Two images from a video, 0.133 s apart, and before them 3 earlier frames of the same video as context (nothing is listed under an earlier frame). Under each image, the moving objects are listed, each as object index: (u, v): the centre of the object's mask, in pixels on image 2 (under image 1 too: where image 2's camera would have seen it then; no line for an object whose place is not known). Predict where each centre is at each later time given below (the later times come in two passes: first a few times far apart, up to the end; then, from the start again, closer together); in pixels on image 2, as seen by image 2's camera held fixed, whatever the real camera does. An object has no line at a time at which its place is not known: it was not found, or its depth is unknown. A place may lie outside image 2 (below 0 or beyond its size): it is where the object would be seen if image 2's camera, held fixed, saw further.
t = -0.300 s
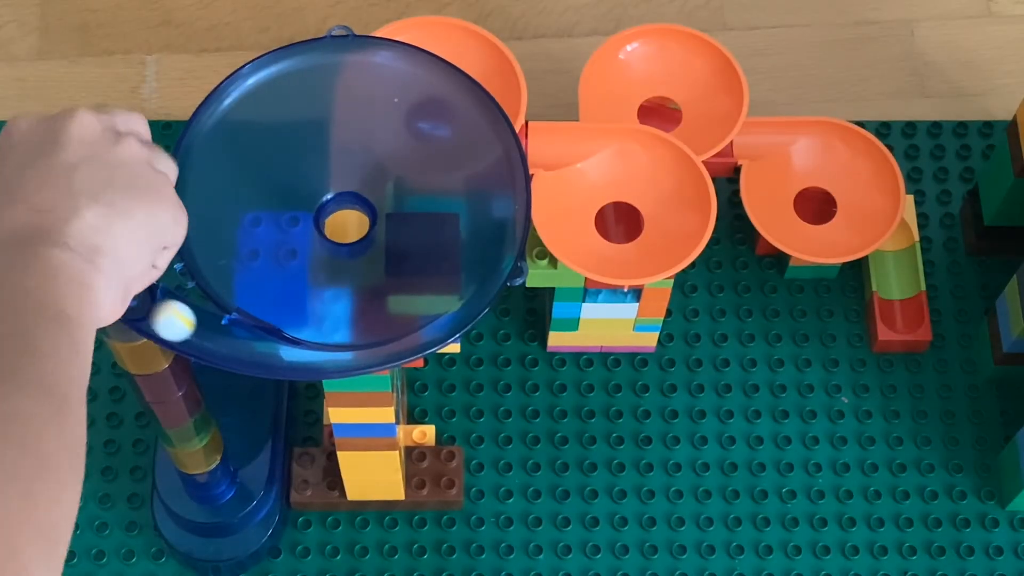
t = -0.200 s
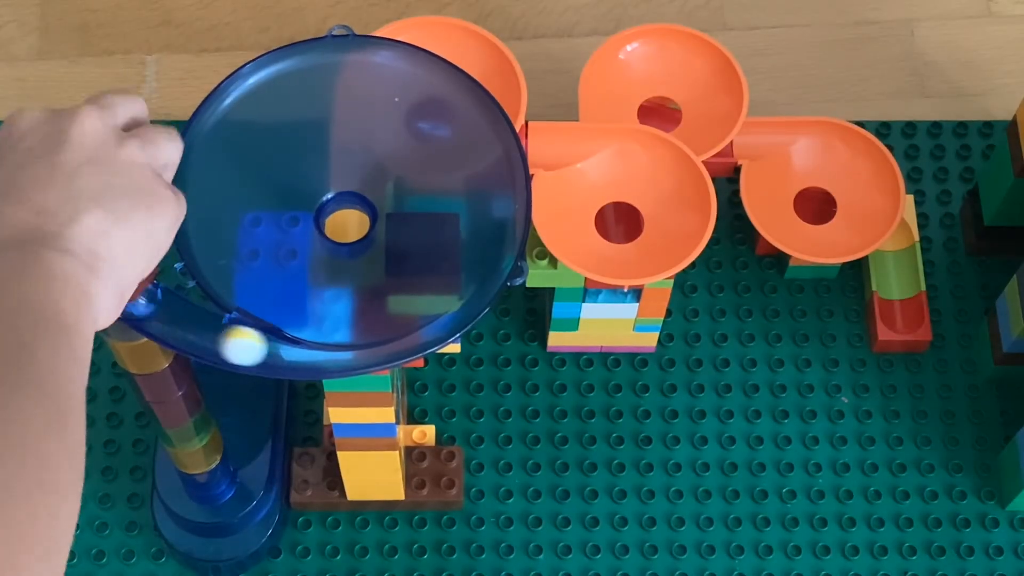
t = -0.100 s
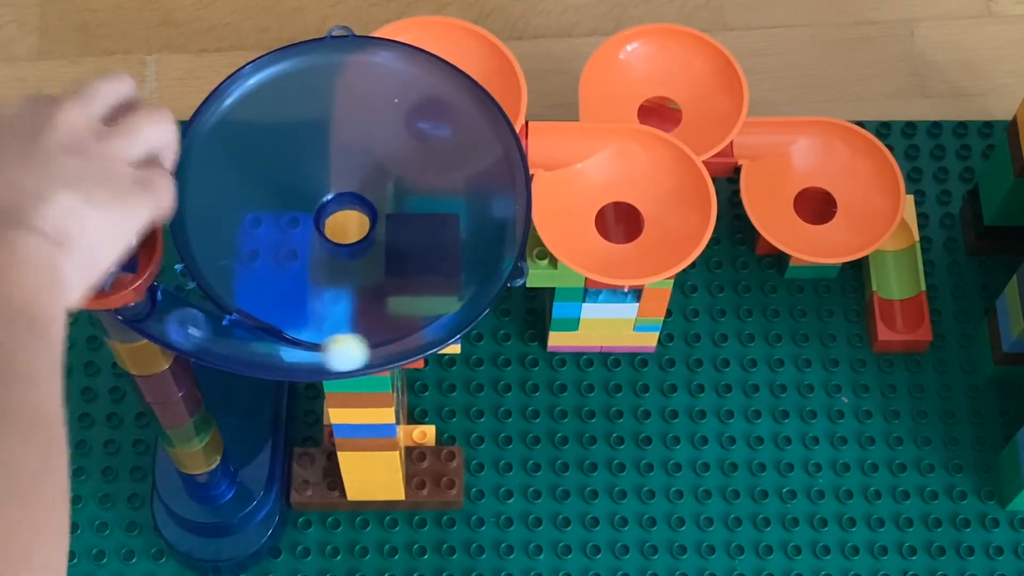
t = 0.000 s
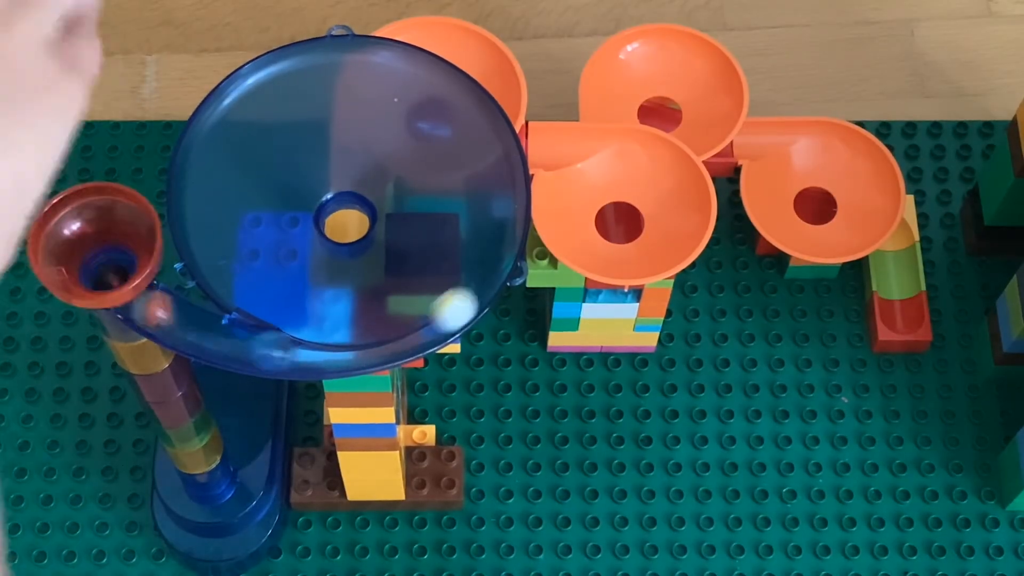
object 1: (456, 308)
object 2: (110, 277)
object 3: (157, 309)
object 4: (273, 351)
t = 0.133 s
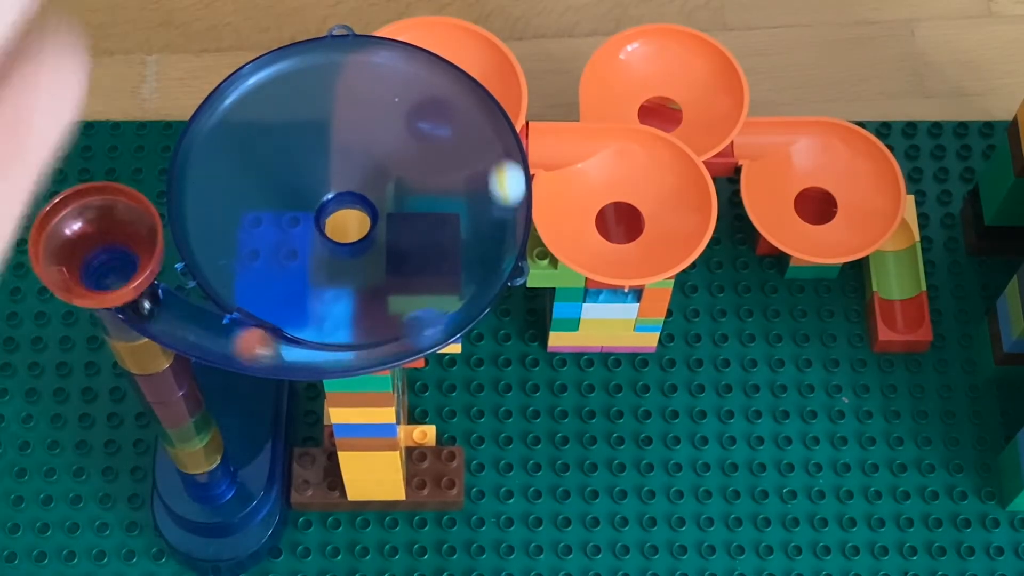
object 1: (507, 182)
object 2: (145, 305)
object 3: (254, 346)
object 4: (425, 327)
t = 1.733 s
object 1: (222, 184)
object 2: (479, 138)
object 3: (351, 60)
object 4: (248, 113)
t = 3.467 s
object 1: (413, 151)
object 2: (284, 269)
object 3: (387, 318)
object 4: (463, 222)
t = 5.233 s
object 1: (364, 144)
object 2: (275, 179)
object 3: (252, 249)
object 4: (386, 292)
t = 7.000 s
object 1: (345, 180)
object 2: (325, 142)
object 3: (277, 233)
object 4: (412, 240)
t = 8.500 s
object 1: (352, 223)
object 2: (387, 288)
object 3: (284, 223)
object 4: (364, 185)
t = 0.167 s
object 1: (501, 150)
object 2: (151, 308)
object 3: (289, 350)
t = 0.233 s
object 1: (467, 95)
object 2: (172, 321)
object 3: (364, 343)
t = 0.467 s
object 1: (253, 86)
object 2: (365, 348)
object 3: (498, 162)
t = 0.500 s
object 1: (231, 103)
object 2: (399, 336)
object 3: (487, 130)
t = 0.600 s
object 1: (192, 186)
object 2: (487, 269)
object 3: (413, 69)
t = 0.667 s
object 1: (206, 249)
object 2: (507, 205)
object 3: (349, 56)
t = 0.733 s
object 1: (247, 294)
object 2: (494, 142)
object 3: (287, 69)
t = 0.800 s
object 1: (307, 322)
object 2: (456, 95)
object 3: (233, 106)
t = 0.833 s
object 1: (342, 325)
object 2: (430, 76)
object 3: (214, 129)
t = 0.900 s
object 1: (406, 311)
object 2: (367, 58)
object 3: (192, 184)
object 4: (266, 305)
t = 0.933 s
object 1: (437, 293)
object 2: (336, 56)
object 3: (194, 213)
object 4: (294, 318)
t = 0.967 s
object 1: (464, 278)
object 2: (302, 65)
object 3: (202, 241)
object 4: (326, 326)
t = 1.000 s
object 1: (487, 265)
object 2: (270, 76)
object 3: (216, 267)
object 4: (364, 324)
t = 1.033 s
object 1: (501, 239)
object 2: (247, 95)
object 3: (244, 287)
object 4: (392, 317)
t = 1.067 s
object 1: (502, 220)
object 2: (225, 115)
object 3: (268, 306)
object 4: (424, 302)
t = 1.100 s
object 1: (500, 194)
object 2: (209, 141)
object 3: (297, 319)
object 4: (454, 284)
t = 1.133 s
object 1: (497, 173)
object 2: (196, 169)
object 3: (331, 323)
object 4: (478, 267)
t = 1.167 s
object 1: (489, 153)
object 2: (194, 198)
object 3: (366, 323)
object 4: (498, 247)
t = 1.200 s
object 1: (479, 132)
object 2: (198, 227)
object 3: (393, 312)
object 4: (504, 222)
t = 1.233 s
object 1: (466, 119)
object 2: (210, 256)
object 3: (429, 297)
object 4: (501, 199)
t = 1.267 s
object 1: (451, 99)
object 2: (227, 282)
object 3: (454, 285)
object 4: (498, 176)
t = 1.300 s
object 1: (433, 86)
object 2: (254, 299)
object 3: (477, 268)
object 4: (492, 154)
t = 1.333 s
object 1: (414, 76)
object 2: (284, 314)
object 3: (496, 245)
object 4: (483, 133)
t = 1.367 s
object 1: (393, 71)
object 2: (316, 325)
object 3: (505, 226)
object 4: (471, 114)
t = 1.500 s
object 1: (307, 66)
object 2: (443, 292)
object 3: (490, 137)
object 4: (397, 63)
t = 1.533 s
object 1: (288, 74)
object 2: (467, 273)
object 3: (479, 117)
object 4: (374, 59)
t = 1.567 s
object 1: (269, 84)
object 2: (491, 251)
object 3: (464, 101)
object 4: (350, 59)
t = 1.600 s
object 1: (254, 100)
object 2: (504, 227)
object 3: (442, 88)
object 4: (330, 62)
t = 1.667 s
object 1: (229, 143)
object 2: (498, 181)
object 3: (403, 66)
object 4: (286, 80)
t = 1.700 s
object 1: (223, 160)
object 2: (489, 158)
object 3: (379, 63)
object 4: (266, 94)
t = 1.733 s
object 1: (222, 184)
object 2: (479, 138)
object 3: (351, 60)
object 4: (248, 113)
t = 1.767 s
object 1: (225, 210)
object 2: (464, 119)
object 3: (331, 64)
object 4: (236, 133)
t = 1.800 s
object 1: (234, 238)
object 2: (447, 102)
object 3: (309, 68)
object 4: (226, 153)
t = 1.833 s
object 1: (247, 255)
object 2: (427, 87)
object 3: (287, 79)
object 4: (221, 178)
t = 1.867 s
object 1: (266, 275)
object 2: (407, 75)
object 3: (266, 93)
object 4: (219, 203)
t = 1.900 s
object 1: (288, 295)
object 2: (385, 66)
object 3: (250, 110)
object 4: (224, 229)
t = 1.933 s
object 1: (312, 306)
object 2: (362, 61)
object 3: (236, 129)
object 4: (232, 250)
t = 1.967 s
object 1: (338, 314)
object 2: (340, 57)
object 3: (224, 152)
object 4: (246, 273)
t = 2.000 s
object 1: (366, 315)
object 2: (317, 61)
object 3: (217, 176)
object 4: (260, 294)
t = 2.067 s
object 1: (412, 310)
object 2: (277, 80)
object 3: (219, 224)
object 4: (309, 318)
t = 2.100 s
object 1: (431, 297)
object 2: (258, 95)
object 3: (227, 248)
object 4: (338, 326)
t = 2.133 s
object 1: (448, 279)
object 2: (243, 111)
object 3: (239, 271)
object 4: (362, 324)
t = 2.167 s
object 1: (461, 265)
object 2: (231, 130)
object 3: (256, 288)
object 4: (385, 317)
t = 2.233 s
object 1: (478, 223)
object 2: (217, 178)
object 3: (299, 317)
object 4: (429, 289)
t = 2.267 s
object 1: (482, 203)
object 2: (218, 203)
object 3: (324, 325)
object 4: (447, 274)
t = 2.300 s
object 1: (482, 184)
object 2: (224, 228)
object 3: (351, 323)
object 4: (461, 255)
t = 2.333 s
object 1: (478, 163)
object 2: (234, 252)
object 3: (374, 315)
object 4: (471, 235)
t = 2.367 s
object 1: (471, 146)
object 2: (249, 274)
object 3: (398, 308)
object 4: (483, 211)
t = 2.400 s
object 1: (459, 128)
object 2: (269, 293)
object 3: (423, 297)
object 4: (482, 190)
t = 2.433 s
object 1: (447, 114)
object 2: (292, 308)
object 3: (442, 284)
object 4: (481, 172)
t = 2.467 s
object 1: (431, 102)
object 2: (316, 320)
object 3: (459, 269)
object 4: (475, 151)
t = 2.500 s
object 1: (414, 93)
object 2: (343, 327)
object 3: (471, 250)
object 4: (466, 133)
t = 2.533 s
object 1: (394, 87)
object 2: (369, 322)
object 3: (481, 230)
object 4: (455, 116)
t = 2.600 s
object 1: (357, 91)
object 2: (415, 298)
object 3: (489, 191)
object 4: (424, 92)
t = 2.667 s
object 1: (320, 102)
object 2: (451, 264)
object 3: (482, 151)
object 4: (386, 77)
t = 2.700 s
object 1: (301, 115)
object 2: (462, 246)
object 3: (477, 135)
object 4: (366, 76)
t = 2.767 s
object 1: (273, 156)
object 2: (477, 200)
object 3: (450, 107)
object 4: (323, 89)
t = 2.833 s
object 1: (264, 207)
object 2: (474, 155)
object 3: (413, 86)
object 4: (283, 114)
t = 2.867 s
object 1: (270, 235)
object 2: (468, 136)
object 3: (394, 80)
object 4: (268, 131)
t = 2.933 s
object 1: (297, 275)
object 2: (445, 103)
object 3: (347, 83)
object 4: (248, 178)
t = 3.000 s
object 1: (336, 299)
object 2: (414, 80)
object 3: (306, 100)
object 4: (248, 229)
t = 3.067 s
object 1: (377, 306)
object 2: (378, 69)
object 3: (267, 135)
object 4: (269, 274)
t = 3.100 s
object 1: (396, 304)
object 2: (359, 68)
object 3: (254, 155)
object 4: (292, 288)
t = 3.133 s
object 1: (413, 299)
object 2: (339, 72)
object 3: (246, 177)
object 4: (312, 302)
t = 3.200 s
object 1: (441, 276)
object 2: (302, 89)
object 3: (244, 231)
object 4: (361, 316)
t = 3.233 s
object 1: (449, 267)
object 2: (285, 103)
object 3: (253, 250)
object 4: (381, 318)
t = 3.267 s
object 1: (456, 249)
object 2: (271, 123)
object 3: (265, 272)
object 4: (401, 315)
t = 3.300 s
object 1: (459, 233)
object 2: (261, 143)
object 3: (282, 289)
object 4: (419, 305)
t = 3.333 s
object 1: (458, 215)
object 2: (253, 169)
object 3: (301, 301)
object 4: (435, 289)
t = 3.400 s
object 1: (444, 181)
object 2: (256, 222)
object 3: (344, 319)
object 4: (456, 259)
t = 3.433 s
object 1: (431, 165)
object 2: (267, 248)
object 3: (367, 320)
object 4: (460, 241)
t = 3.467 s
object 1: (413, 151)
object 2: (284, 269)
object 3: (387, 318)
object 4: (463, 222)
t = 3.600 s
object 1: (313, 135)
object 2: (374, 312)
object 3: (448, 261)
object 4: (431, 145)
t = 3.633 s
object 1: (289, 141)
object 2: (398, 315)
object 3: (456, 240)
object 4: (413, 132)
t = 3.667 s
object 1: (269, 152)
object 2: (416, 310)
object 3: (460, 220)
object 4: (392, 119)
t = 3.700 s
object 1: (254, 165)
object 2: (431, 297)
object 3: (460, 200)
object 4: (369, 112)
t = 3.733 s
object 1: (243, 183)
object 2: (444, 286)
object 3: (453, 177)
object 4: (345, 109)
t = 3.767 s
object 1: (237, 203)
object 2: (454, 266)
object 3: (442, 156)
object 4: (321, 113)
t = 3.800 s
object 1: (237, 216)
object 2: (459, 248)
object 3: (437, 141)
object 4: (297, 119)
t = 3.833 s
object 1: (243, 235)
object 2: (462, 226)
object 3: (422, 125)
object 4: (276, 128)
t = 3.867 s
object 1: (254, 246)
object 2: (460, 206)
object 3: (401, 111)
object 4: (258, 142)
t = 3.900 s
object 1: (270, 262)
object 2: (455, 186)
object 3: (378, 103)
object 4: (246, 157)
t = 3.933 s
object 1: (289, 271)
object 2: (444, 167)
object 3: (358, 98)
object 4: (237, 175)
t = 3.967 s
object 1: (311, 276)
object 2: (430, 149)
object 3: (335, 98)
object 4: (234, 196)
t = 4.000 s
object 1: (336, 277)
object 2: (412, 135)
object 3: (312, 102)
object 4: (235, 214)
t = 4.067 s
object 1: (385, 264)
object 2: (366, 116)
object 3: (272, 123)
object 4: (252, 253)
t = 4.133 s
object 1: (424, 231)
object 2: (316, 117)
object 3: (247, 154)
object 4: (291, 277)
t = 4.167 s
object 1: (436, 211)
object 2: (292, 121)
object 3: (241, 175)
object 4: (315, 286)
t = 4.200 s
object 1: (443, 193)
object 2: (272, 133)
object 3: (238, 197)
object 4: (339, 289)
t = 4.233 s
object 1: (444, 173)
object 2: (254, 147)
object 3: (242, 219)
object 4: (368, 287)
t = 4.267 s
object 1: (442, 156)
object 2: (242, 164)
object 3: (252, 239)
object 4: (391, 282)
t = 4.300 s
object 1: (435, 145)
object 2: (234, 181)
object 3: (267, 257)
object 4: (412, 273)
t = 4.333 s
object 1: (426, 131)
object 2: (231, 199)
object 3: (286, 272)
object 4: (431, 260)
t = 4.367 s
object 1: (413, 125)
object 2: (233, 219)
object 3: (307, 286)
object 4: (445, 245)
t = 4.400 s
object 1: (398, 119)
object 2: (241, 239)
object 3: (332, 291)
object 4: (457, 228)
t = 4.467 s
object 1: (361, 120)
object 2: (271, 269)
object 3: (381, 293)
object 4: (468, 195)
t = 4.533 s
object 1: (321, 141)
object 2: (317, 287)
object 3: (424, 280)
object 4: (461, 163)
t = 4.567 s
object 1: (303, 160)
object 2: (343, 290)
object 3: (441, 269)
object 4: (452, 148)
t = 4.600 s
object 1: (291, 178)
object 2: (368, 287)
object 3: (456, 256)
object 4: (440, 138)
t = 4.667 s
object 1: (284, 230)
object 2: (418, 272)
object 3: (473, 224)
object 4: (409, 122)
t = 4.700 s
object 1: (291, 251)
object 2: (434, 257)
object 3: (476, 208)
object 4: (386, 119)
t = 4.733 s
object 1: (302, 267)
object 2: (447, 240)
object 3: (475, 194)
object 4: (364, 121)
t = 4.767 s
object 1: (317, 280)
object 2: (456, 222)
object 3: (470, 178)
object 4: (339, 129)
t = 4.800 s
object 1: (332, 289)
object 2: (463, 204)
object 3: (457, 164)
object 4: (313, 143)
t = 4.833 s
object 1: (349, 293)
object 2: (466, 185)
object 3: (447, 152)
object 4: (294, 159)
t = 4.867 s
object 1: (366, 294)
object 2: (463, 168)
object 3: (437, 142)
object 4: (276, 180)
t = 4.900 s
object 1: (381, 291)
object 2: (457, 153)
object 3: (417, 128)
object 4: (267, 200)
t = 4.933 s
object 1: (396, 282)
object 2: (447, 140)
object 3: (392, 122)
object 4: (262, 224)
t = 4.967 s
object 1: (408, 274)
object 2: (434, 128)
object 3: (367, 124)
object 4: (264, 244)
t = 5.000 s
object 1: (418, 262)
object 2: (418, 120)
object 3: (342, 129)
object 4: (271, 263)
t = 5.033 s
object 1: (424, 242)
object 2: (400, 115)
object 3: (314, 138)
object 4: (281, 279)
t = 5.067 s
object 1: (426, 225)
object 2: (378, 114)
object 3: (291, 152)
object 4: (295, 289)
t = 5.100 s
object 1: (424, 207)
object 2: (355, 117)
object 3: (272, 170)
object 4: (313, 297)
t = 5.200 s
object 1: (386, 155)
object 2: (291, 156)
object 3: (249, 230)
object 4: (370, 299)
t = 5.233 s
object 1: (364, 144)
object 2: (275, 179)
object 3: (252, 249)
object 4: (386, 292)
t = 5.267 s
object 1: (340, 137)
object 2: (266, 202)
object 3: (259, 266)
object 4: (402, 280)
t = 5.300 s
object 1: (318, 141)
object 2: (265, 225)
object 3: (271, 279)
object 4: (415, 267)
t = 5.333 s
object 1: (297, 141)
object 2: (268, 247)
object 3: (286, 288)
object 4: (424, 250)
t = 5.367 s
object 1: (280, 149)
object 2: (278, 265)
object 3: (304, 297)
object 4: (430, 233)
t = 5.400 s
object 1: (266, 161)
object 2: (291, 281)
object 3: (324, 300)
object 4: (431, 213)
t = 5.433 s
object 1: (258, 175)
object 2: (307, 292)
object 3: (345, 301)
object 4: (427, 193)
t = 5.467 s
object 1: (255, 194)
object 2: (325, 300)
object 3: (365, 298)
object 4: (418, 173)
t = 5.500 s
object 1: (258, 210)
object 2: (345, 303)
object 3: (383, 290)
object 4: (405, 156)
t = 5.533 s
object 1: (266, 223)
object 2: (365, 302)
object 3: (403, 277)
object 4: (387, 141)
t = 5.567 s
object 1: (281, 241)
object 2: (384, 296)
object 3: (418, 265)
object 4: (367, 131)
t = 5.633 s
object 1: (325, 258)
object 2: (414, 281)
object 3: (438, 230)
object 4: (321, 128)
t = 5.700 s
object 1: (376, 251)
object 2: (434, 253)
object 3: (437, 187)
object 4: (283, 142)
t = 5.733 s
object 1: (397, 242)
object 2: (440, 235)
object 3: (428, 169)
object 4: (269, 155)
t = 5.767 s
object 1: (407, 229)
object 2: (443, 211)
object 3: (426, 153)
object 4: (260, 170)
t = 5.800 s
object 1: (409, 214)
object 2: (446, 184)
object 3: (411, 138)
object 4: (255, 189)
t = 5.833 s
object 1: (408, 206)
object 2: (443, 161)
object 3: (391, 123)
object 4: (256, 207)
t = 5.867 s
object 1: (400, 189)
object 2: (436, 141)
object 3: (368, 117)
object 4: (263, 227)
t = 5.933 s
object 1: (369, 172)
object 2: (413, 110)
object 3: (328, 120)
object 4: (292, 258)
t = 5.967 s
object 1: (347, 169)
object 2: (398, 99)
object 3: (307, 125)
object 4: (316, 267)
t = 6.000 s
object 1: (324, 175)
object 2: (381, 94)
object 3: (288, 137)
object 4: (339, 271)
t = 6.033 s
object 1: (305, 183)
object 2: (364, 94)
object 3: (273, 153)
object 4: (364, 271)
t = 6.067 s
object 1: (293, 190)
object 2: (345, 97)
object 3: (263, 169)
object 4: (388, 264)
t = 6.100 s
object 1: (290, 207)
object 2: (327, 104)
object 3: (254, 186)
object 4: (408, 254)
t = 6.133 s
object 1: (295, 223)
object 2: (311, 117)
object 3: (251, 204)
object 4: (424, 243)
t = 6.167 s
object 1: (306, 235)
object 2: (294, 134)
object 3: (253, 222)
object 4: (436, 229)
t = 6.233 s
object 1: (343, 248)
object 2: (274, 178)
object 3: (274, 254)
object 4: (446, 196)
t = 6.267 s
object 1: (362, 246)
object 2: (272, 203)
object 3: (288, 264)
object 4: (445, 180)
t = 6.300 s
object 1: (380, 234)
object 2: (278, 228)
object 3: (311, 271)
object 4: (439, 169)
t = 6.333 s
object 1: (390, 222)
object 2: (289, 252)
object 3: (337, 275)
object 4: (429, 156)
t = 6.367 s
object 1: (396, 206)
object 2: (306, 269)
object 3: (362, 274)
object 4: (415, 148)
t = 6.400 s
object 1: (396, 190)
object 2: (326, 283)
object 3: (382, 269)
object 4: (396, 142)
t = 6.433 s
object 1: (391, 176)
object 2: (346, 292)
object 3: (402, 259)
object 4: (376, 139)
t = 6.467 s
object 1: (380, 164)
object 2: (369, 298)
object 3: (418, 246)
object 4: (351, 143)
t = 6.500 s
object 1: (367, 165)
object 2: (387, 298)
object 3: (431, 231)
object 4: (325, 152)
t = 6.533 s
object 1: (351, 169)
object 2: (408, 299)
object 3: (440, 212)
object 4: (300, 163)
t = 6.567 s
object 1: (335, 180)
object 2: (423, 294)
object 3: (444, 196)
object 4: (281, 179)
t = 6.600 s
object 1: (321, 195)
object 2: (437, 284)
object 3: (442, 182)
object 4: (269, 195)
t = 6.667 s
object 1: (315, 230)
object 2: (456, 259)
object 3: (426, 154)
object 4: (261, 233)
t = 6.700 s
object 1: (322, 242)
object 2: (460, 243)
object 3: (411, 141)
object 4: (265, 248)
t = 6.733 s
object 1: (332, 250)
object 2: (461, 230)
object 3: (397, 134)
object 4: (272, 261)
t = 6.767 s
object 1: (344, 252)
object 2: (459, 214)
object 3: (377, 131)
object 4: (288, 273)
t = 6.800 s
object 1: (357, 250)
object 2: (452, 196)
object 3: (353, 134)
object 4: (305, 280)
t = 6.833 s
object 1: (369, 239)
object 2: (442, 183)
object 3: (328, 143)
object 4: (324, 284)
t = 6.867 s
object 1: (376, 229)
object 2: (426, 169)
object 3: (307, 156)
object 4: (344, 282)
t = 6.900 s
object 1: (377, 213)
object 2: (407, 158)
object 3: (293, 171)
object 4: (366, 278)
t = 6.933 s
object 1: (372, 192)
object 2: (382, 149)
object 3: (280, 192)
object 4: (383, 269)
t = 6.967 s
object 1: (361, 179)
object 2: (356, 145)
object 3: (275, 212)
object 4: (400, 256)
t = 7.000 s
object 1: (345, 180)
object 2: (325, 142)
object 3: (277, 233)
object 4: (412, 240)
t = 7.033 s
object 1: (331, 185)
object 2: (299, 141)
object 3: (284, 253)
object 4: (421, 222)
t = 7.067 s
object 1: (321, 195)
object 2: (273, 144)
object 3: (295, 266)
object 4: (423, 200)
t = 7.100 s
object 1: (316, 209)
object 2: (253, 152)
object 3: (310, 276)
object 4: (420, 182)
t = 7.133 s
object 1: (320, 222)
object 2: (237, 163)
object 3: (327, 282)
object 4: (413, 164)
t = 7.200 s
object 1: (344, 236)
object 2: (218, 188)
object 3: (364, 284)
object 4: (386, 136)
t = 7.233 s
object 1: (360, 233)
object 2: (215, 204)
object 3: (380, 279)
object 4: (367, 130)
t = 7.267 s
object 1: (371, 225)
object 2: (218, 217)
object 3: (395, 269)
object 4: (346, 130)
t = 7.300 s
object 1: (377, 213)
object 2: (225, 229)
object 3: (408, 256)
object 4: (326, 134)
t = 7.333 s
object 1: (377, 201)
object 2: (237, 243)
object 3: (417, 242)
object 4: (307, 143)
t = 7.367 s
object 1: (370, 191)
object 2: (251, 254)
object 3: (422, 224)
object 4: (292, 157)
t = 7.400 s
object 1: (357, 184)
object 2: (272, 262)
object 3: (422, 206)
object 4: (281, 174)
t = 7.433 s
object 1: (342, 185)
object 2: (297, 268)
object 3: (417, 188)
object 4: (276, 192)
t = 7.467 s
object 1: (328, 191)
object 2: (325, 270)
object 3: (406, 171)
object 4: (277, 214)
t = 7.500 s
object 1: (319, 202)
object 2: (352, 265)
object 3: (391, 157)
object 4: (283, 234)
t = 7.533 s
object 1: (318, 215)
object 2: (379, 257)
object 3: (372, 146)
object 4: (296, 249)
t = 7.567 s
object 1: (323, 226)
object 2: (406, 244)
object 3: (349, 141)
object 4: (316, 264)
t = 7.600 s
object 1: (335, 233)
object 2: (425, 225)
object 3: (325, 142)
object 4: (334, 271)
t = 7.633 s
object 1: (349, 234)
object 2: (436, 199)
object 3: (306, 146)
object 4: (356, 273)
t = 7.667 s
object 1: (363, 229)
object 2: (444, 180)
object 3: (289, 156)
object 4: (376, 270)
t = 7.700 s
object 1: (373, 219)
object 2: (447, 160)
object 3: (276, 170)
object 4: (396, 263)
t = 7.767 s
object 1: (371, 195)
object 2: (442, 129)
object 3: (267, 204)
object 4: (422, 243)
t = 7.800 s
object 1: (362, 185)
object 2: (436, 118)
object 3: (272, 221)
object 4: (430, 230)
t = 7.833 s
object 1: (348, 184)
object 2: (427, 109)
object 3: (282, 238)
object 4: (432, 214)
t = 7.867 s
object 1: (334, 188)
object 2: (416, 103)
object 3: (298, 250)
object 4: (430, 198)
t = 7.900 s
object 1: (324, 198)
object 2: (402, 101)
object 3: (317, 259)
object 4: (423, 184)
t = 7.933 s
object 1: (321, 211)
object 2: (387, 102)
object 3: (339, 263)
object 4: (410, 171)
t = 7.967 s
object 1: (326, 222)
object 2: (371, 107)
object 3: (363, 261)
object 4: (394, 160)
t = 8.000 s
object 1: (339, 230)
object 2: (353, 117)
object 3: (385, 254)
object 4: (373, 154)
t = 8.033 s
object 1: (354, 230)
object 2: (330, 123)
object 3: (403, 244)
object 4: (355, 161)
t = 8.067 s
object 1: (367, 225)
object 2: (308, 130)
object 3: (416, 230)
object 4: (334, 181)
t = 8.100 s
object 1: (374, 215)
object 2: (287, 144)
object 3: (424, 216)
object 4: (321, 204)
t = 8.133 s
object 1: (375, 205)
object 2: (270, 161)
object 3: (427, 199)
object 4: (313, 226)
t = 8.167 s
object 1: (369, 195)
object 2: (259, 180)
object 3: (425, 183)
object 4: (313, 240)
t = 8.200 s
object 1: (358, 190)
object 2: (253, 202)
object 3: (418, 171)
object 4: (317, 253)
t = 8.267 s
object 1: (331, 203)
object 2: (259, 242)
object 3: (396, 150)
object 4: (331, 266)
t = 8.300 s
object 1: (334, 220)
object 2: (270, 260)
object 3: (377, 147)
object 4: (341, 267)
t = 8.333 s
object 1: (351, 223)
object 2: (285, 274)
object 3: (356, 148)
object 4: (351, 263)
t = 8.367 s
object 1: (357, 211)
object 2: (303, 285)
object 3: (329, 156)
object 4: (360, 256)
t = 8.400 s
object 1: (344, 209)
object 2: (324, 292)
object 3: (310, 169)
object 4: (368, 244)
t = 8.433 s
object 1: (343, 224)
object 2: (346, 294)
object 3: (296, 186)
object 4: (375, 227)
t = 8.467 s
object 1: (342, 217)
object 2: (368, 291)
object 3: (287, 203)
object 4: (374, 206)
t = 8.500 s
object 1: (352, 223)
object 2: (387, 288)
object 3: (284, 223)
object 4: (364, 185)
